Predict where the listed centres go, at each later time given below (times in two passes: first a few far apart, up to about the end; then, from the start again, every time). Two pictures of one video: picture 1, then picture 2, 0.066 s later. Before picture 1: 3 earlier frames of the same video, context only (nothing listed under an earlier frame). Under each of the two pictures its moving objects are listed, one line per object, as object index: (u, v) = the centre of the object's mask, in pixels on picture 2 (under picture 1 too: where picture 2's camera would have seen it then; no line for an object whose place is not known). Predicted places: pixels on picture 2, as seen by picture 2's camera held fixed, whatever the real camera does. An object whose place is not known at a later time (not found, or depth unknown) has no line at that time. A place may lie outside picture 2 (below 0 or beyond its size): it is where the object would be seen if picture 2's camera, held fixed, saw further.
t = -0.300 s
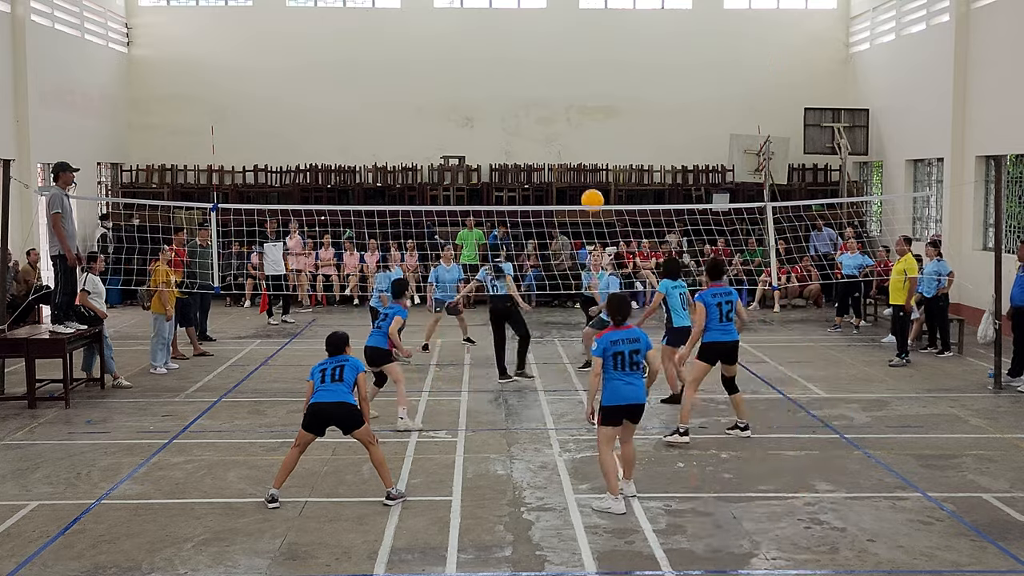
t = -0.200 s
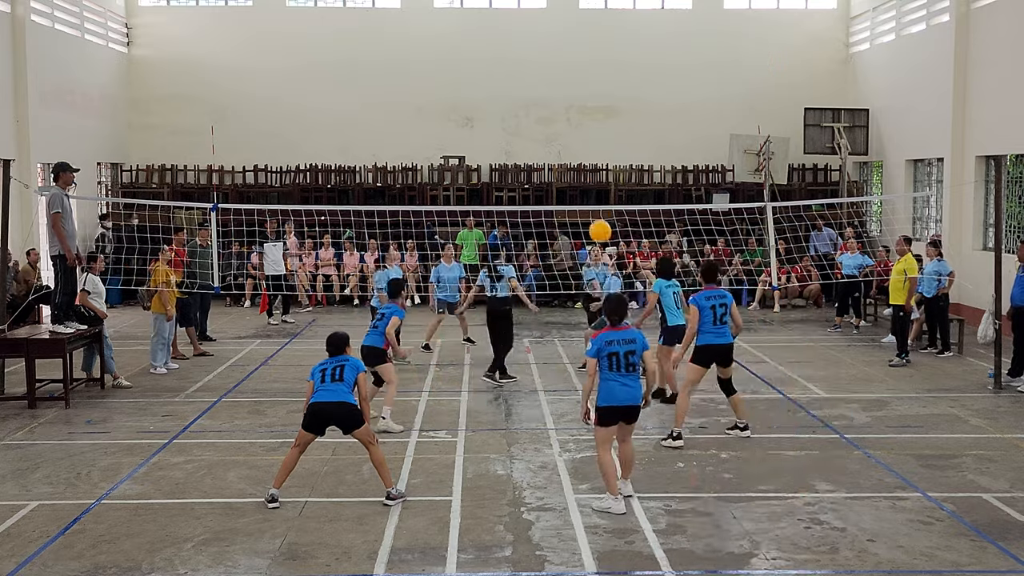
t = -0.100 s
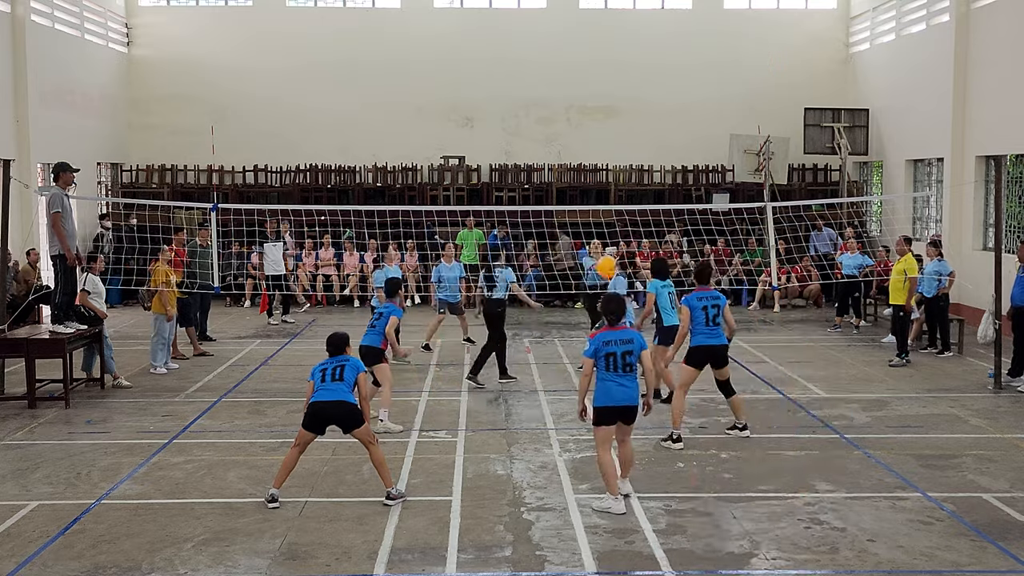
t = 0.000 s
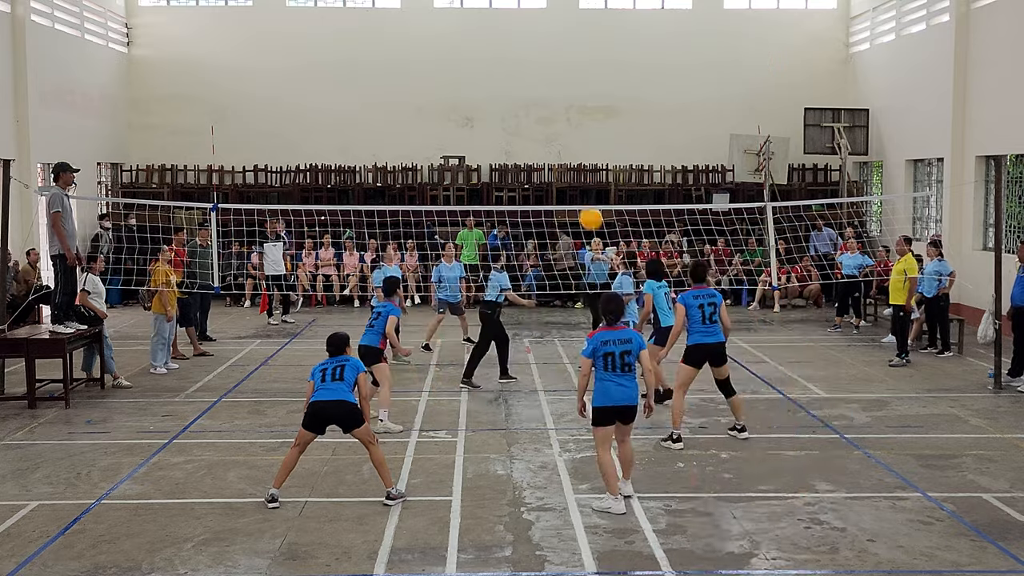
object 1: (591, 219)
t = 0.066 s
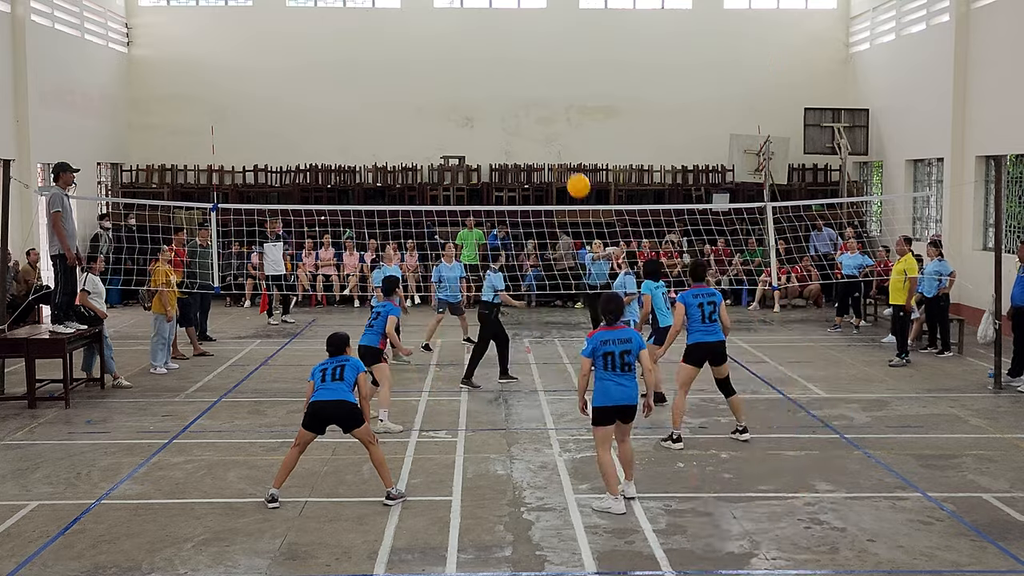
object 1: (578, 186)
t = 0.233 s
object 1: (548, 117)
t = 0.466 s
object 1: (506, 56)
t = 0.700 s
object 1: (462, 42)
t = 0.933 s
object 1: (415, 85)
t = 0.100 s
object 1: (572, 171)
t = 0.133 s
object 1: (565, 156)
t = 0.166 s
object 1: (560, 143)
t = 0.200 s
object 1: (554, 129)
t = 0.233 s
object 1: (548, 117)
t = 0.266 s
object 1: (542, 106)
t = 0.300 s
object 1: (536, 96)
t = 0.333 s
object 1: (530, 86)
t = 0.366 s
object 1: (524, 77)
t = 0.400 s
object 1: (518, 68)
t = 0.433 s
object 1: (512, 62)
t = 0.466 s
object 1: (506, 56)
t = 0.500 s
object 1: (500, 50)
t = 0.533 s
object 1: (494, 47)
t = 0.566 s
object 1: (488, 44)
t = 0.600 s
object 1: (481, 42)
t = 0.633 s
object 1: (475, 41)
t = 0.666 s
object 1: (468, 41)
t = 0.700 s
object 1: (462, 42)
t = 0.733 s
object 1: (455, 45)
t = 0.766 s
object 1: (448, 48)
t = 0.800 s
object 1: (442, 53)
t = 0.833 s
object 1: (435, 59)
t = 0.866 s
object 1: (429, 67)
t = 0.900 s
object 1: (422, 75)
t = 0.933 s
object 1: (415, 85)
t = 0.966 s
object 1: (409, 96)
